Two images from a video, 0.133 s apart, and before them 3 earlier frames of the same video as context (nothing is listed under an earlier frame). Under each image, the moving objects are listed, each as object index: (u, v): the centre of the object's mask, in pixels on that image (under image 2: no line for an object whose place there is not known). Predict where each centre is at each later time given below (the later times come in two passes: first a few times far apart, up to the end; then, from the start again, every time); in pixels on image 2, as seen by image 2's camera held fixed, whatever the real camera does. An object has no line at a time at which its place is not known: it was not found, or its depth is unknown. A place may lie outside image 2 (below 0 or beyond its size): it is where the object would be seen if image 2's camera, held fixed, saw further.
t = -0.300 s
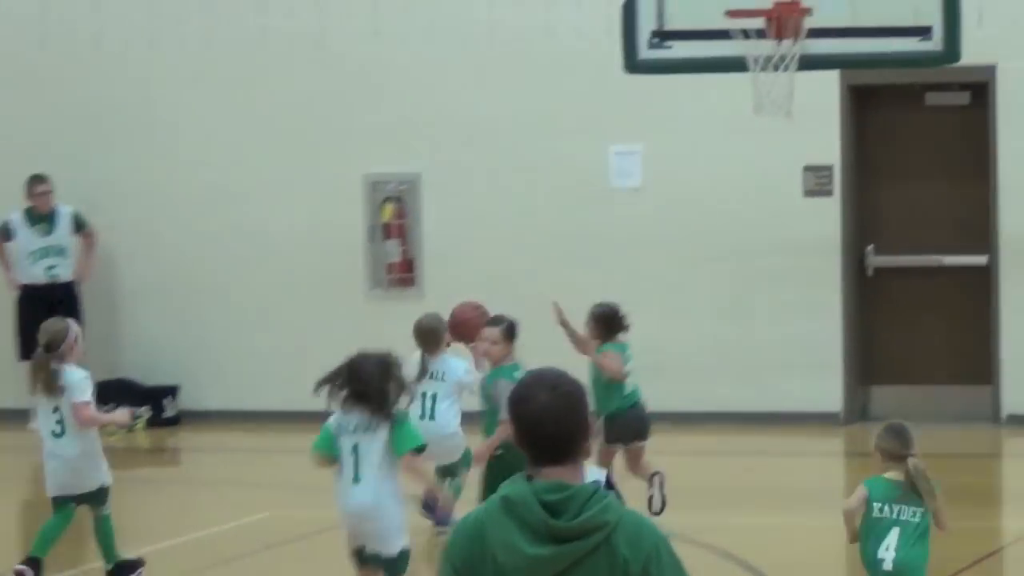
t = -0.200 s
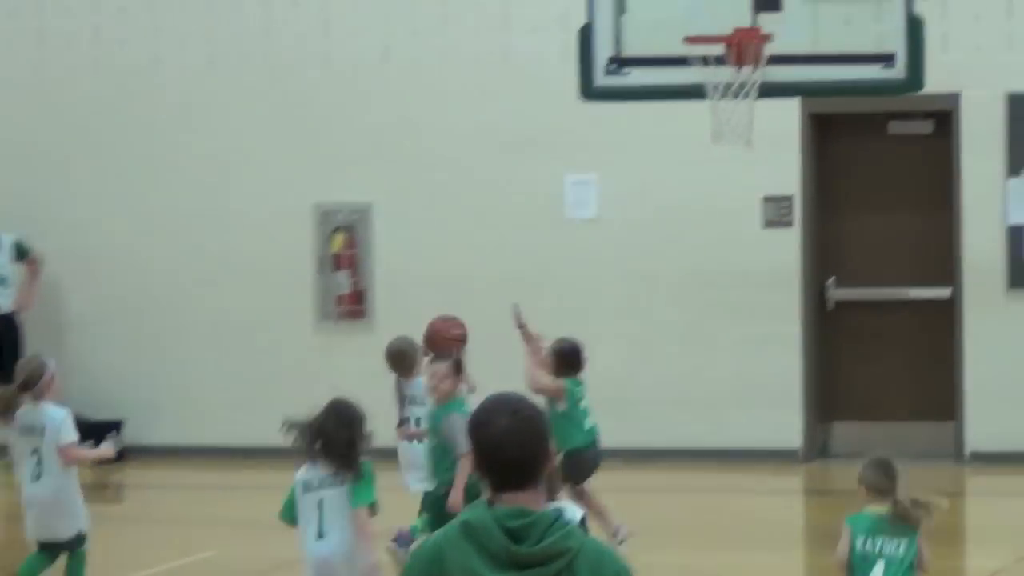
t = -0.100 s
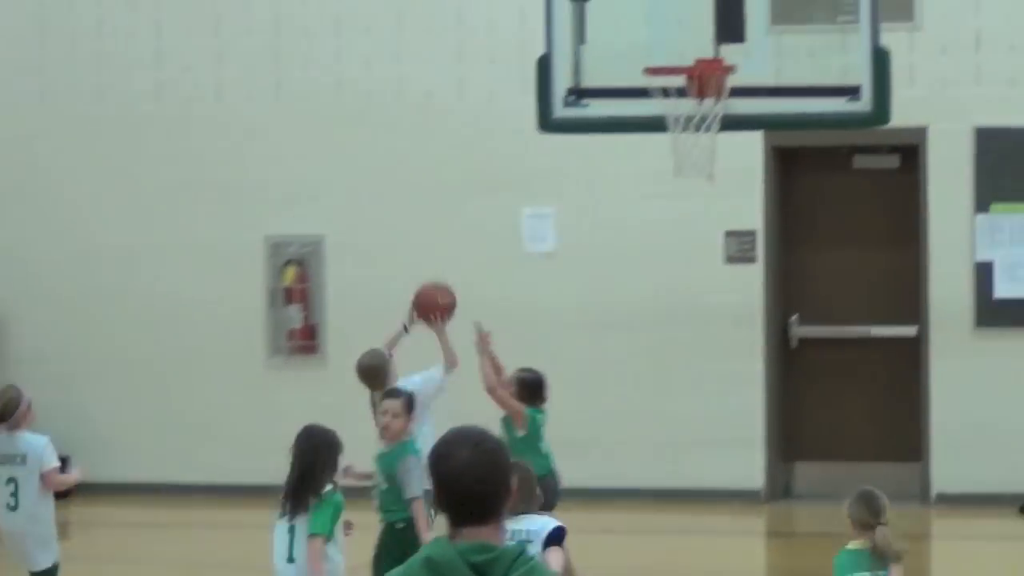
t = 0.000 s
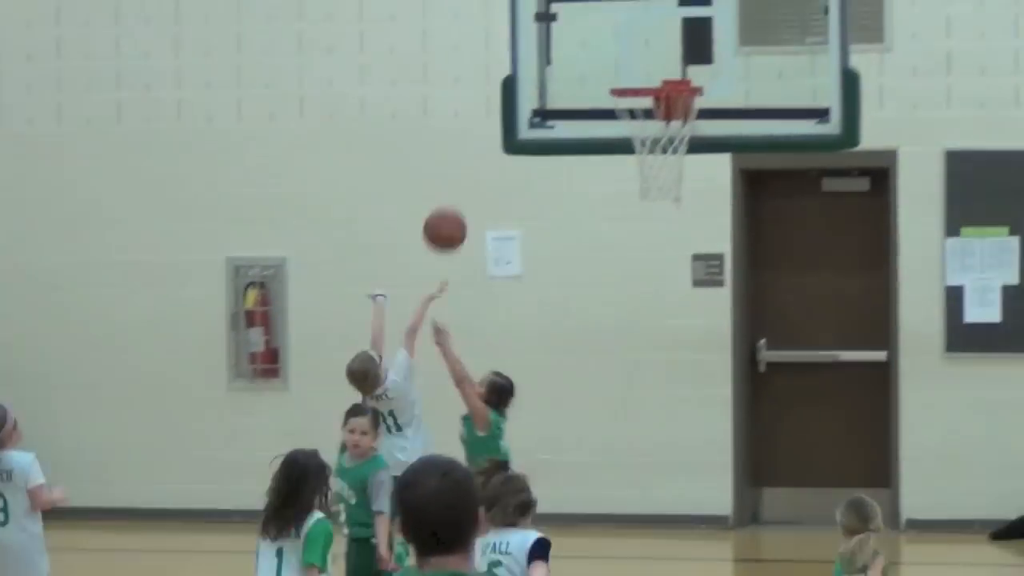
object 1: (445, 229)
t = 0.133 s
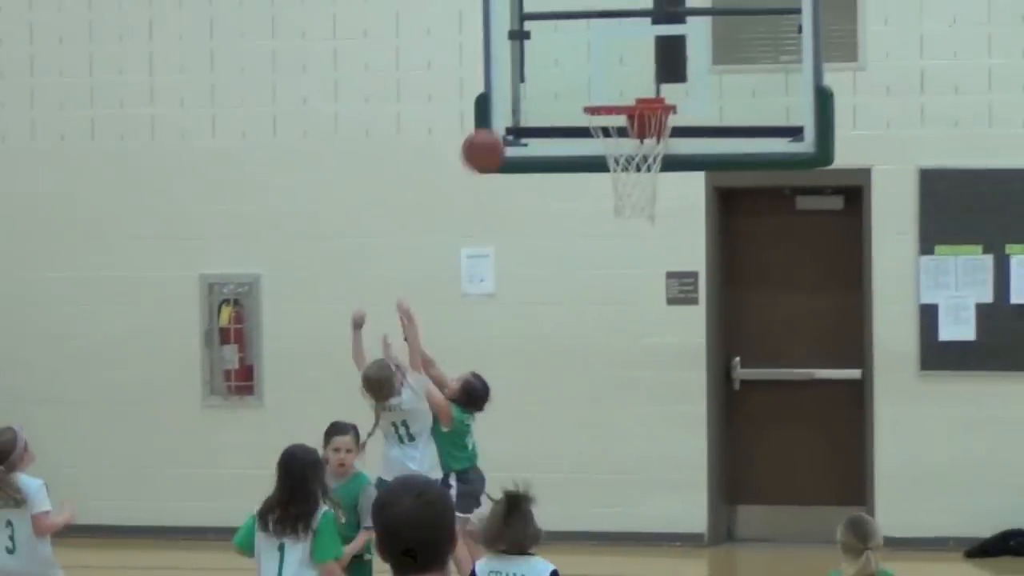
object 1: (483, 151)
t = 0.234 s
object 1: (530, 102)
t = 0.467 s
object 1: (633, 64)
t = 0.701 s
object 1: (621, 96)
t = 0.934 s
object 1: (647, 167)
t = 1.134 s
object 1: (673, 242)
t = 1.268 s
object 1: (691, 328)
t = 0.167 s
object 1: (498, 132)
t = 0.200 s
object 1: (515, 116)
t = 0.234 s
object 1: (530, 102)
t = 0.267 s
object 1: (545, 89)
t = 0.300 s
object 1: (560, 80)
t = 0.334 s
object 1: (575, 73)
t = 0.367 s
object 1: (590, 67)
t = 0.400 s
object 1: (604, 64)
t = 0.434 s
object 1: (619, 63)
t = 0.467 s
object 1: (633, 64)
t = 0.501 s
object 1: (637, 67)
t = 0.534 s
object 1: (638, 72)
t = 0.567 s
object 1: (639, 79)
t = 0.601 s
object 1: (639, 87)
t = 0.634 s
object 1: (638, 93)
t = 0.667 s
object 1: (631, 94)
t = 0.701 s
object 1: (621, 96)
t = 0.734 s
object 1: (612, 99)
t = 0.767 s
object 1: (610, 102)
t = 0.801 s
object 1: (616, 125)
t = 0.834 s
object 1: (626, 132)
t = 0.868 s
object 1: (632, 145)
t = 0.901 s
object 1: (636, 154)
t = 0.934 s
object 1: (647, 167)
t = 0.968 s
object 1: (653, 177)
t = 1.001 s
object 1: (658, 188)
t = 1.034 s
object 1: (662, 198)
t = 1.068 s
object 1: (666, 210)
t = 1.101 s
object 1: (670, 225)
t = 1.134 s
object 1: (673, 242)
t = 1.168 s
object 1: (678, 260)
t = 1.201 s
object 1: (682, 283)
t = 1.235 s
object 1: (687, 302)
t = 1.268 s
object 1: (691, 328)
